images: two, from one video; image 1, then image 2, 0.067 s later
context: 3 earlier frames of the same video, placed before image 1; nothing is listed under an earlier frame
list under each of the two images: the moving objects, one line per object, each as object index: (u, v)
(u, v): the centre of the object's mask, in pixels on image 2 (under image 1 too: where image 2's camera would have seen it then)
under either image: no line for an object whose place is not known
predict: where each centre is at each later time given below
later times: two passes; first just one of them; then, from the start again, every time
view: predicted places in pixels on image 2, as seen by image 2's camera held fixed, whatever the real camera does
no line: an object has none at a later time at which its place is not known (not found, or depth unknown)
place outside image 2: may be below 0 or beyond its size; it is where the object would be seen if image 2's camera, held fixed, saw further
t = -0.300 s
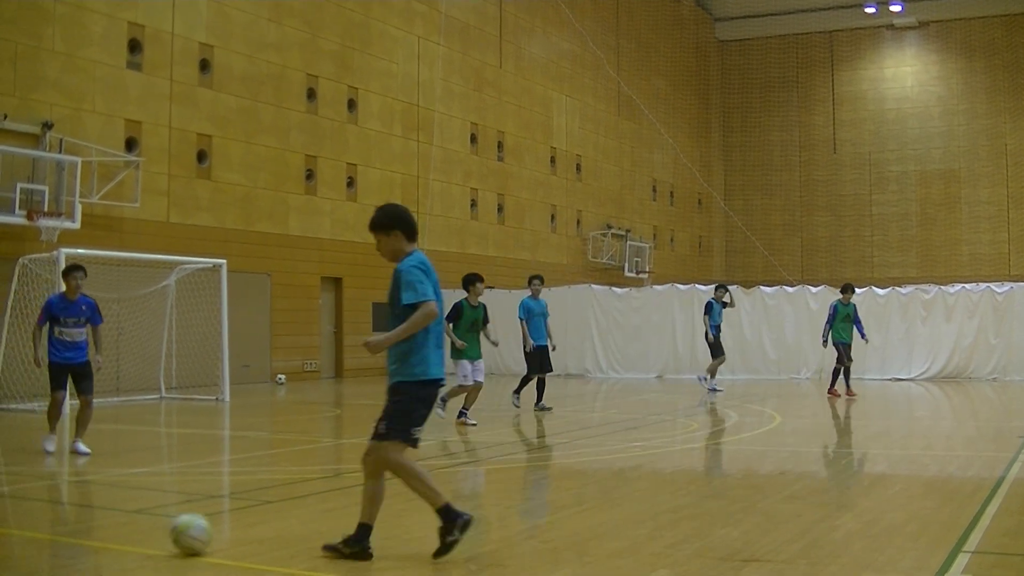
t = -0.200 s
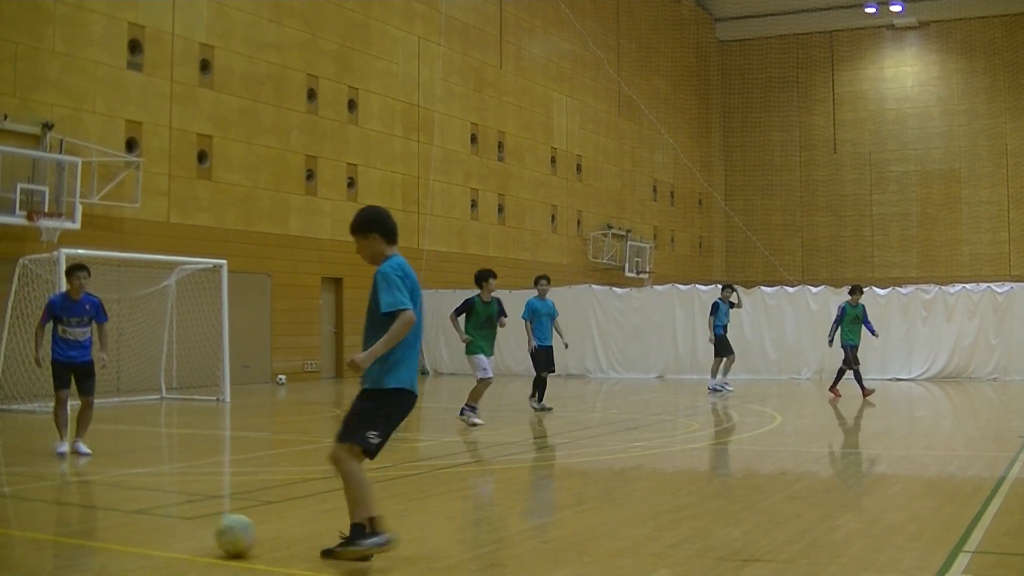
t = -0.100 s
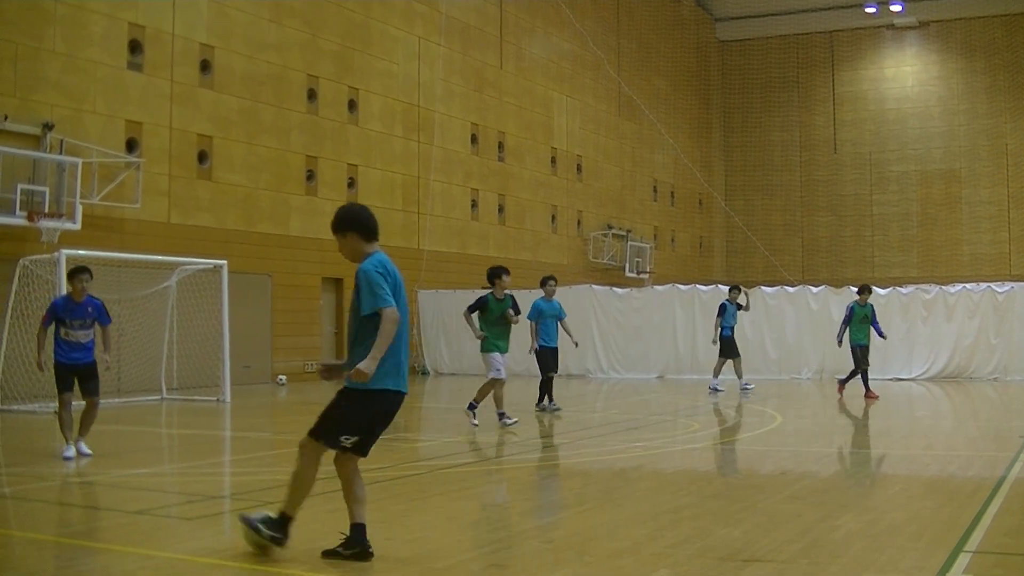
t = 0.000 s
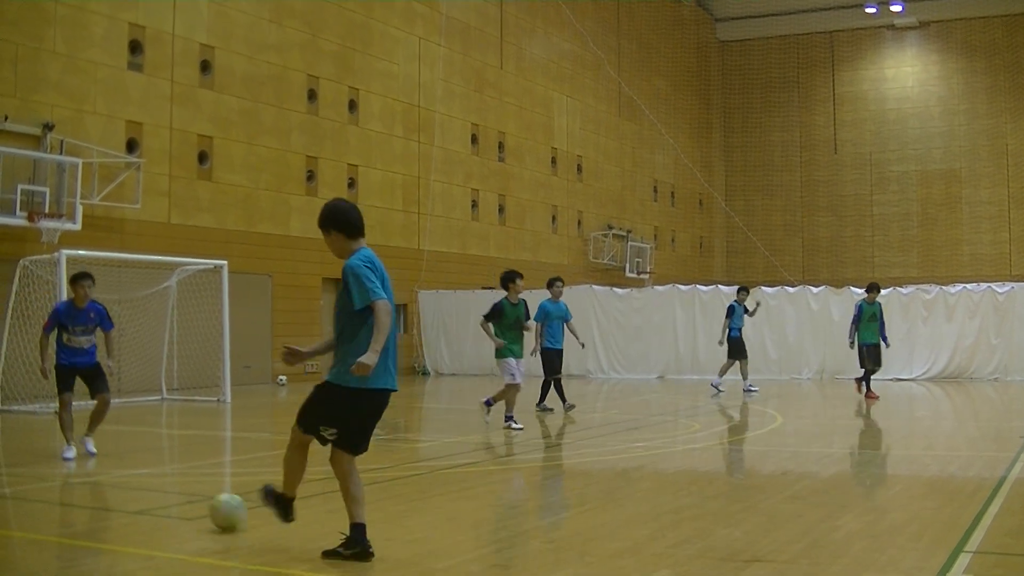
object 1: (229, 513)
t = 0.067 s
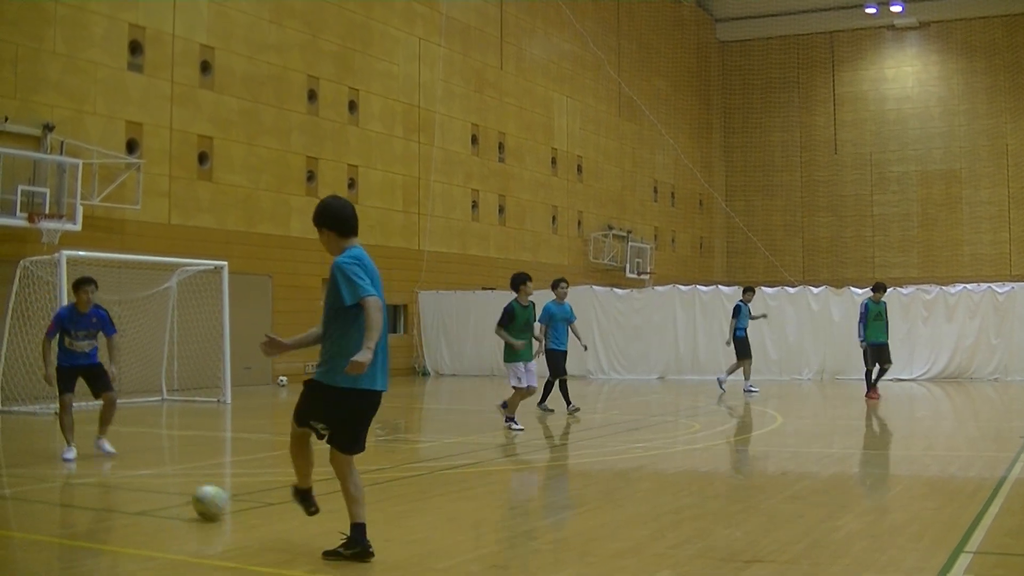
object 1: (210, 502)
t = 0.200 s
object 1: (183, 486)
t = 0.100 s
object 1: (202, 498)
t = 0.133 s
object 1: (196, 494)
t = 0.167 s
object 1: (189, 490)
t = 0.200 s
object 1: (183, 486)
